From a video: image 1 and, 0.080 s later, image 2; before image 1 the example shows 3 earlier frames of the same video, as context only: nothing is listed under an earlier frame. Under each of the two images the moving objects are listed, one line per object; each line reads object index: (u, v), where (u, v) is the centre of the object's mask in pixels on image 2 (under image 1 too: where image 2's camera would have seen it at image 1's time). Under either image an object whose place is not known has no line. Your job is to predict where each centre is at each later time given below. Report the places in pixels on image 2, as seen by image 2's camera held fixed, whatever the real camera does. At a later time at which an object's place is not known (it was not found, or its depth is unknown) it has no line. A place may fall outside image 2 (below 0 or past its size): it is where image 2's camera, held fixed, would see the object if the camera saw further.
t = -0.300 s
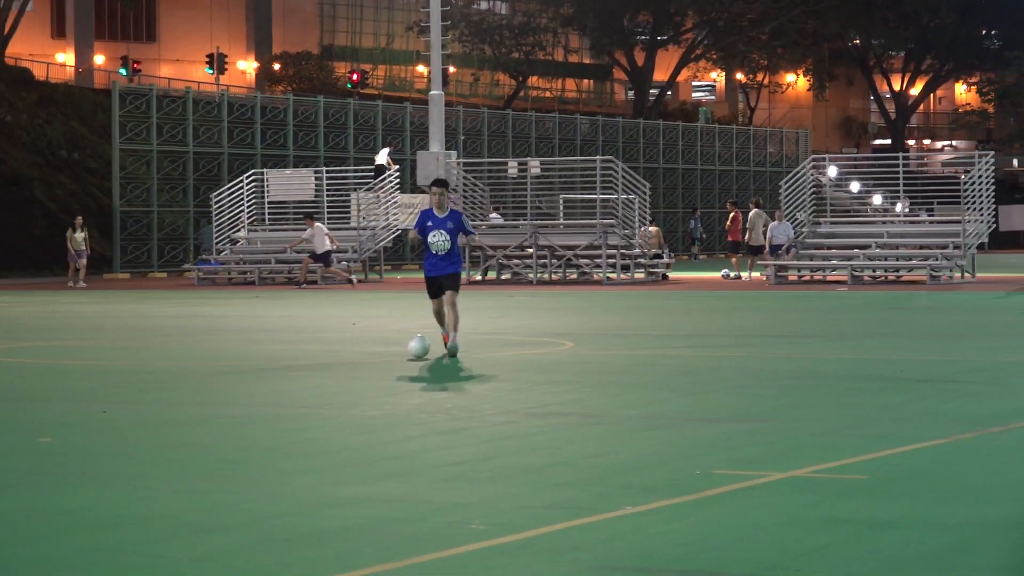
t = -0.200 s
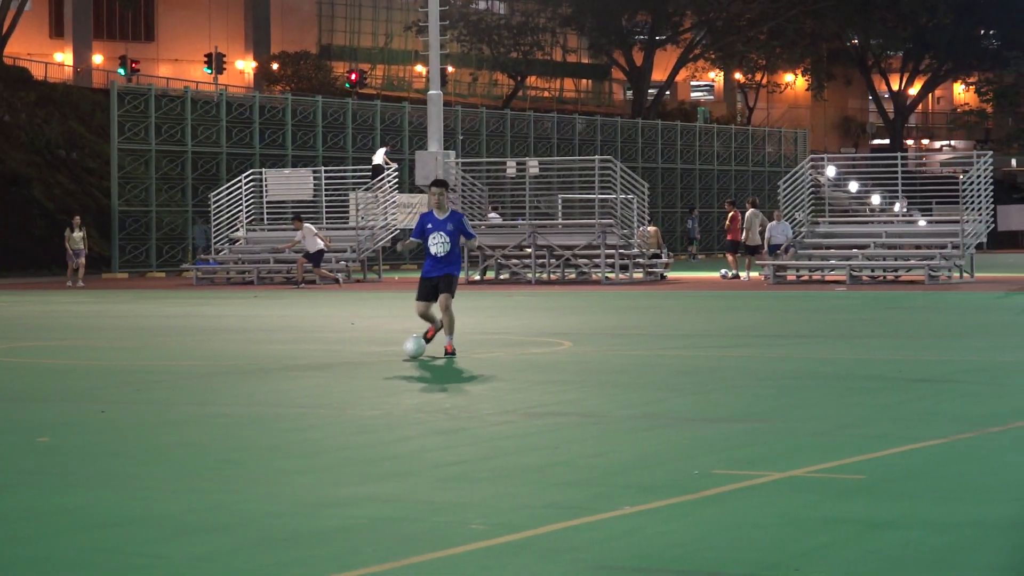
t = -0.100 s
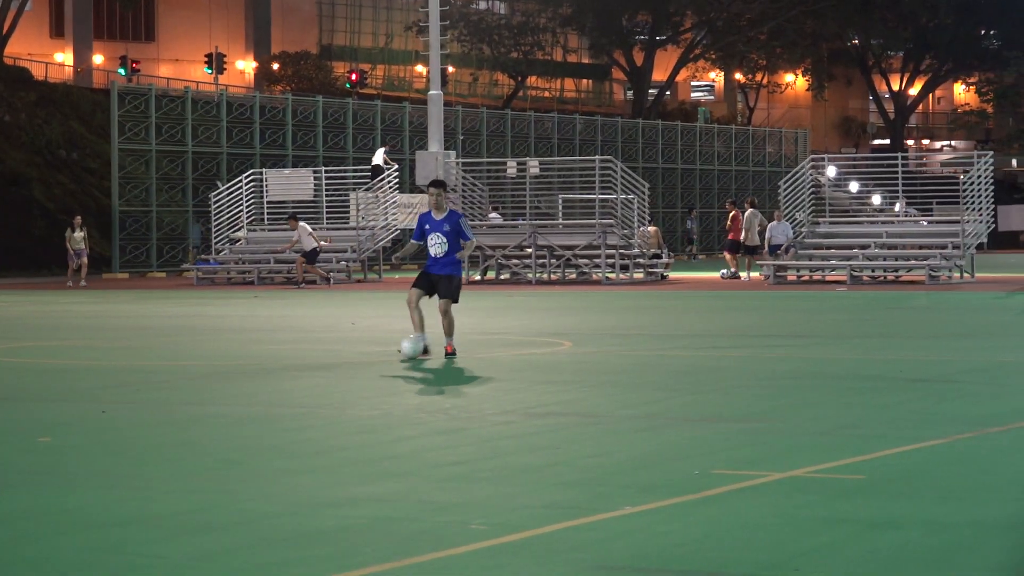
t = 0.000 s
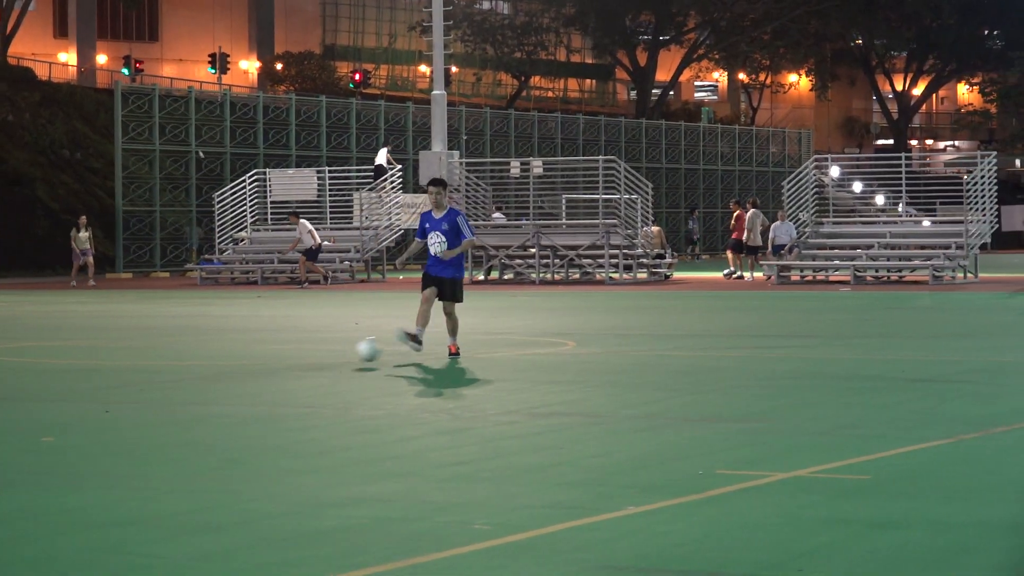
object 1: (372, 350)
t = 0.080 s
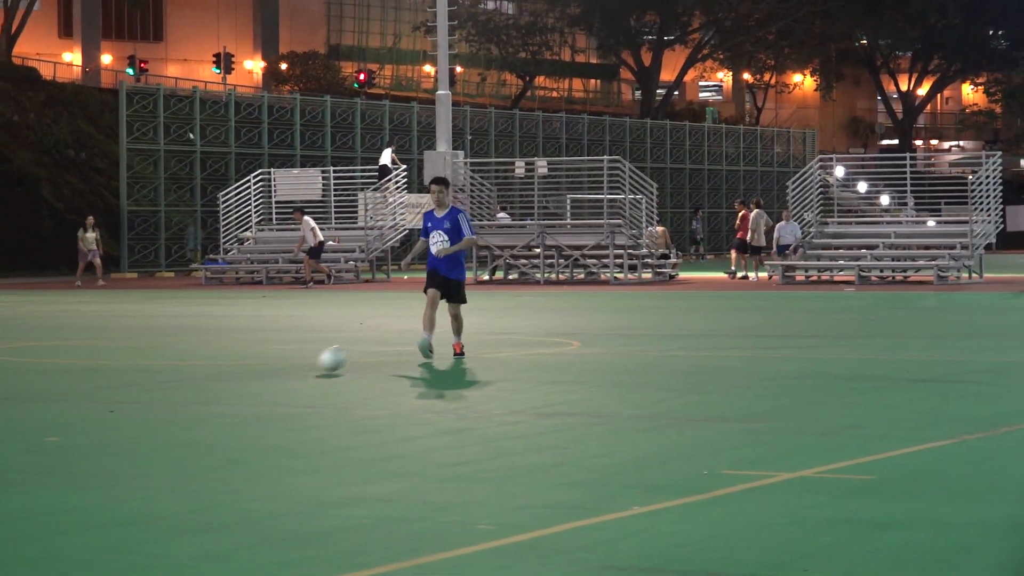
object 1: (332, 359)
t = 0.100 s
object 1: (321, 362)
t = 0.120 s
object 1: (311, 362)
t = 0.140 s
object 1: (301, 362)
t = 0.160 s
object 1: (291, 363)
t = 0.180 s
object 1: (282, 364)
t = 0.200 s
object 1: (272, 366)
